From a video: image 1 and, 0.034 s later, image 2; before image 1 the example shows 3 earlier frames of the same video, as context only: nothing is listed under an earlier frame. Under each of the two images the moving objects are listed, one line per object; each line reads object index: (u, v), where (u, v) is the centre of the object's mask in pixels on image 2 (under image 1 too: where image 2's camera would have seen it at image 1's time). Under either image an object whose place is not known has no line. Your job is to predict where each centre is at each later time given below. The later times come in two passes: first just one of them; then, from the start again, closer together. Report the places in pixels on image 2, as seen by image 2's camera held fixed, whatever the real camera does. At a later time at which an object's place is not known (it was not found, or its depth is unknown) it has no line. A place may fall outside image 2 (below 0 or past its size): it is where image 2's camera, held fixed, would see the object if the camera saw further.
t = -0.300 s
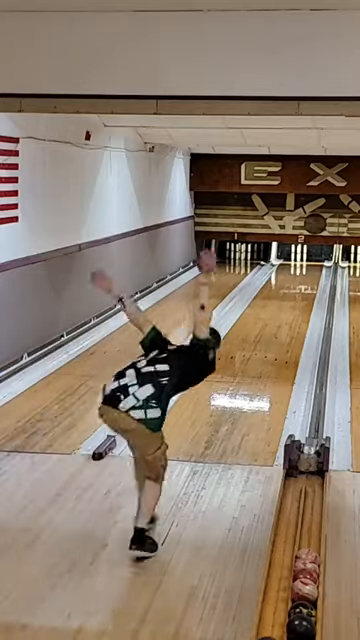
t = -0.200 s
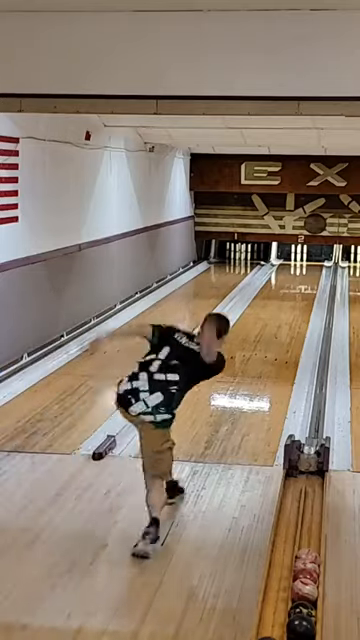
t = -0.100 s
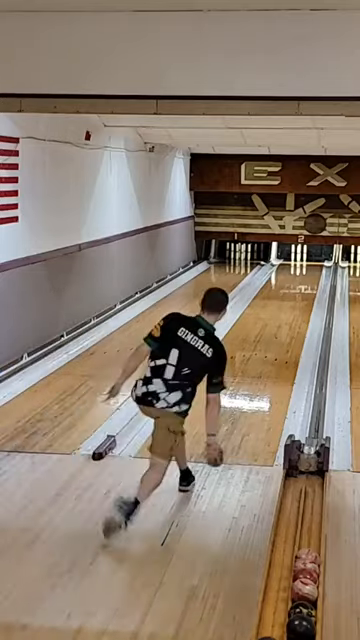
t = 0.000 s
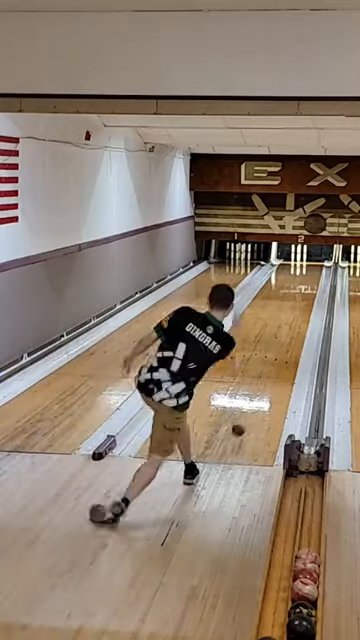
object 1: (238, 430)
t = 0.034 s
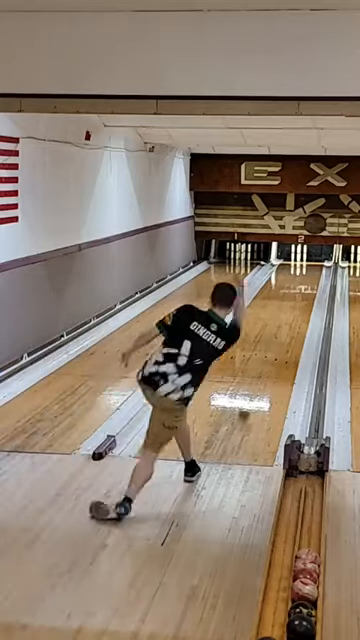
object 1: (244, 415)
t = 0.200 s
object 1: (263, 354)
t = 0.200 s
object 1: (263, 354)
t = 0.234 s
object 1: (266, 348)
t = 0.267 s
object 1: (269, 341)
